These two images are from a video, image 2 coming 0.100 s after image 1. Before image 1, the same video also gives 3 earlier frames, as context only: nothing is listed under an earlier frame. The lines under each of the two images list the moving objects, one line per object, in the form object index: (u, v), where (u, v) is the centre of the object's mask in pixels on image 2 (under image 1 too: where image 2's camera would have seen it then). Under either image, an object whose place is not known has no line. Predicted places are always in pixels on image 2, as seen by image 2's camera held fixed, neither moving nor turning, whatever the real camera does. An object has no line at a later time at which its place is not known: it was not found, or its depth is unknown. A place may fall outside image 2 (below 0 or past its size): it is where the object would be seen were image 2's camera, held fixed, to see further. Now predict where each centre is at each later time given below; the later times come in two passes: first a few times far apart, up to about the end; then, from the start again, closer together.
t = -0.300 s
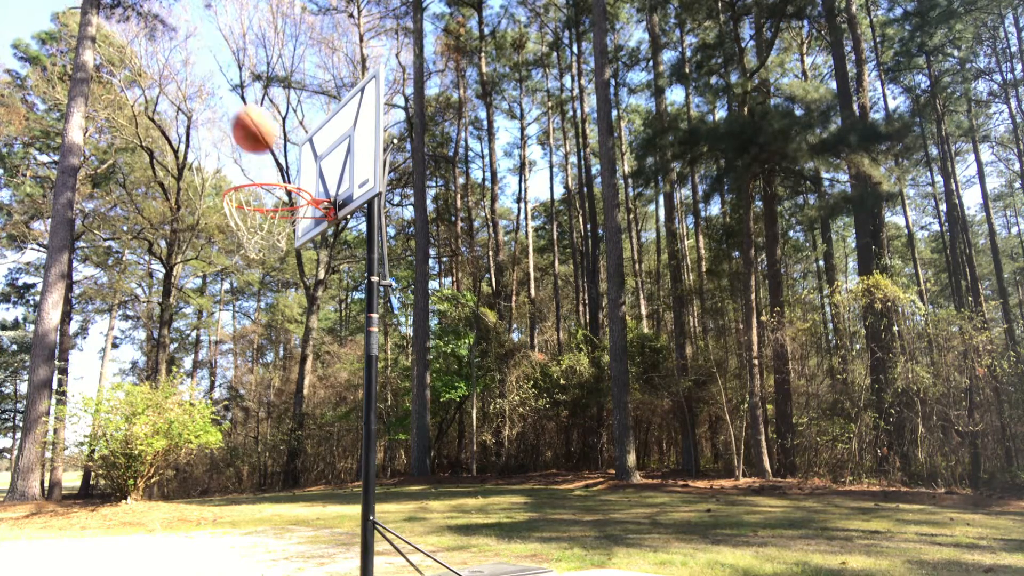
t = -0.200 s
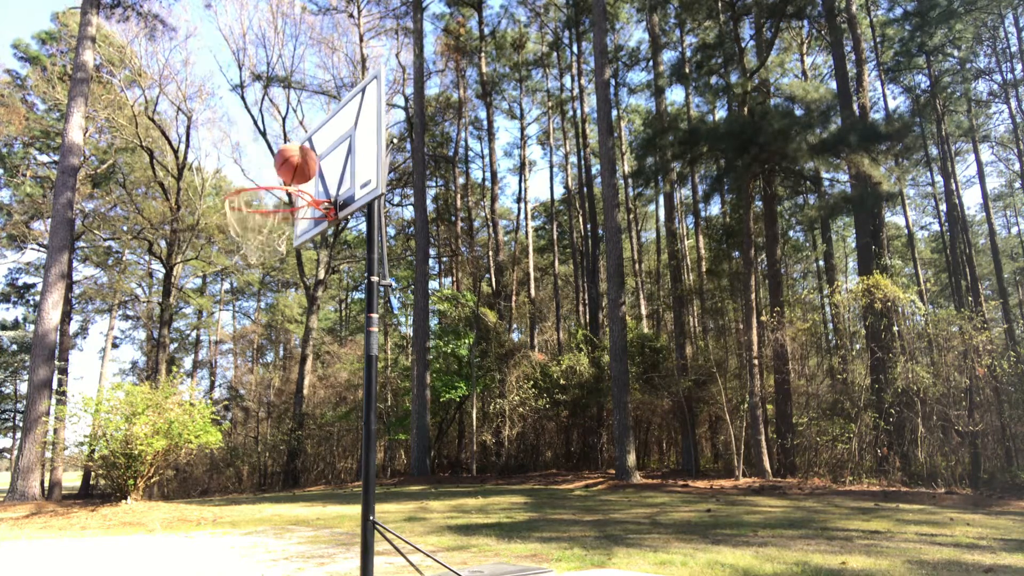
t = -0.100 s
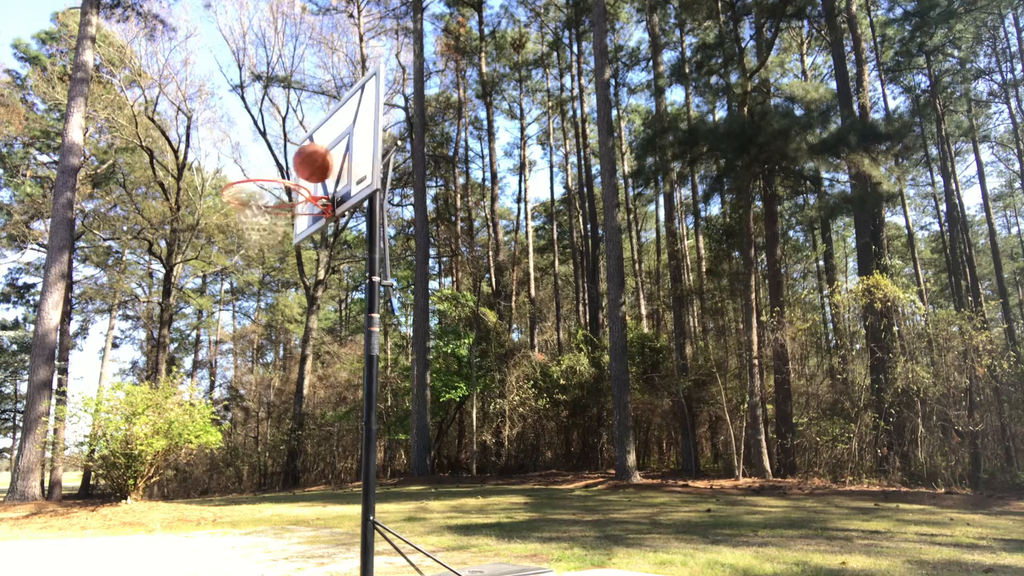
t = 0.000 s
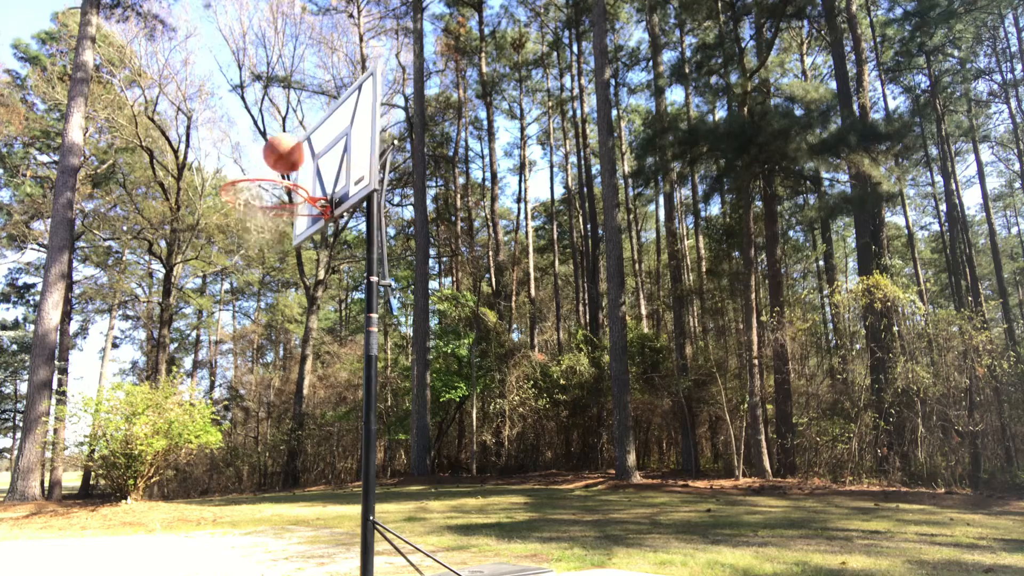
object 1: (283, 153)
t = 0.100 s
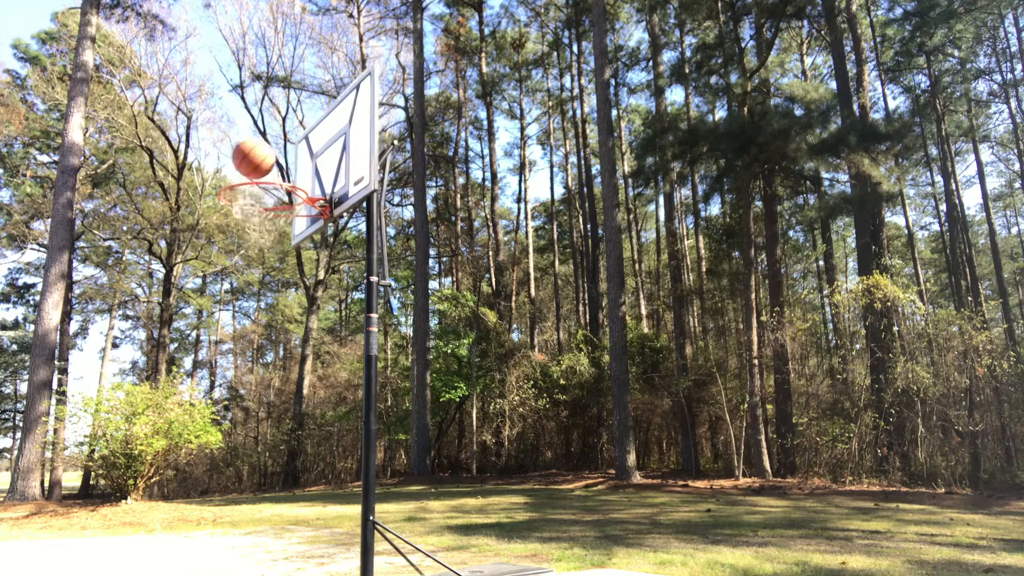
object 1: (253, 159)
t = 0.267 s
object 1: (202, 203)
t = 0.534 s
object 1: (105, 381)
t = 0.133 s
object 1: (241, 164)
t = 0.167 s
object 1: (231, 170)
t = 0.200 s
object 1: (222, 184)
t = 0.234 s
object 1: (208, 189)
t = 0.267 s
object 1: (202, 203)
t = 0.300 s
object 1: (190, 218)
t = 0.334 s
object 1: (178, 234)
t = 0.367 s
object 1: (167, 251)
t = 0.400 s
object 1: (155, 273)
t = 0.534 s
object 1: (105, 381)
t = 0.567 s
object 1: (92, 415)
